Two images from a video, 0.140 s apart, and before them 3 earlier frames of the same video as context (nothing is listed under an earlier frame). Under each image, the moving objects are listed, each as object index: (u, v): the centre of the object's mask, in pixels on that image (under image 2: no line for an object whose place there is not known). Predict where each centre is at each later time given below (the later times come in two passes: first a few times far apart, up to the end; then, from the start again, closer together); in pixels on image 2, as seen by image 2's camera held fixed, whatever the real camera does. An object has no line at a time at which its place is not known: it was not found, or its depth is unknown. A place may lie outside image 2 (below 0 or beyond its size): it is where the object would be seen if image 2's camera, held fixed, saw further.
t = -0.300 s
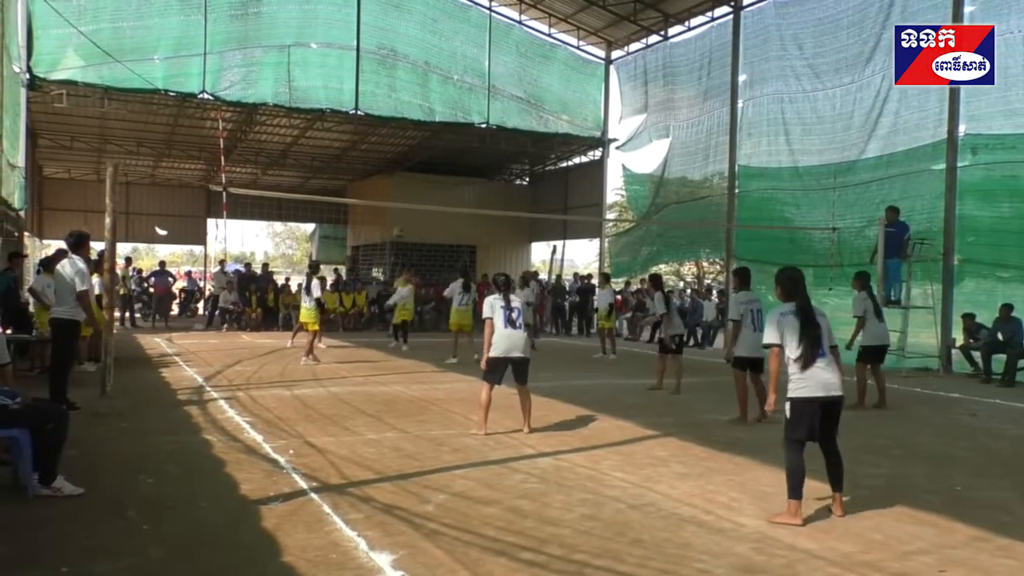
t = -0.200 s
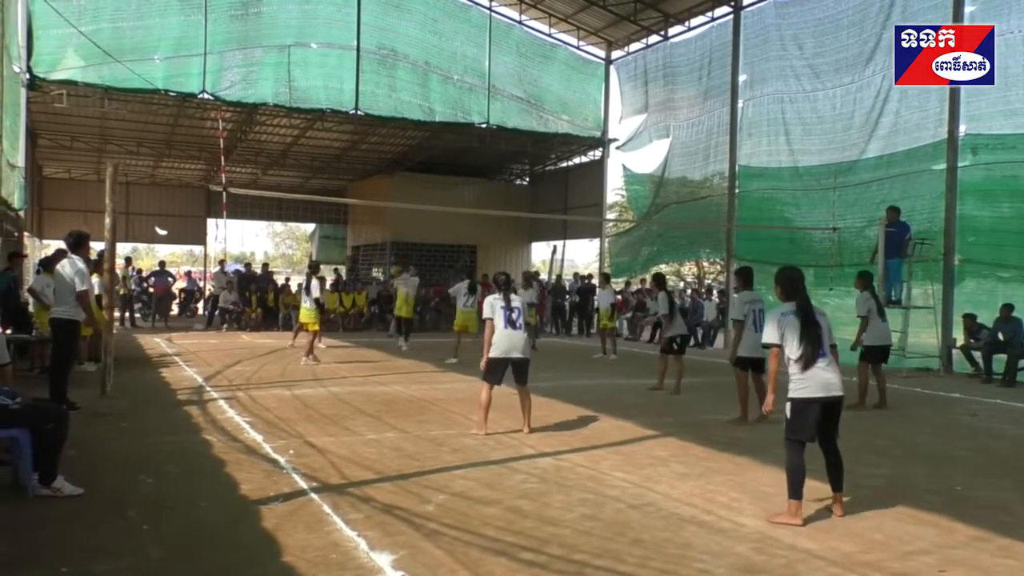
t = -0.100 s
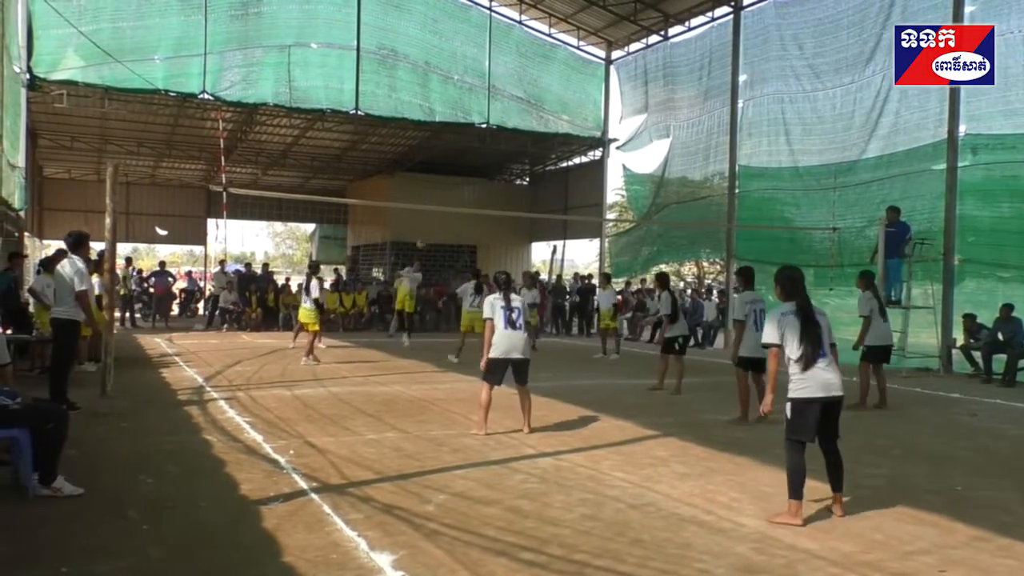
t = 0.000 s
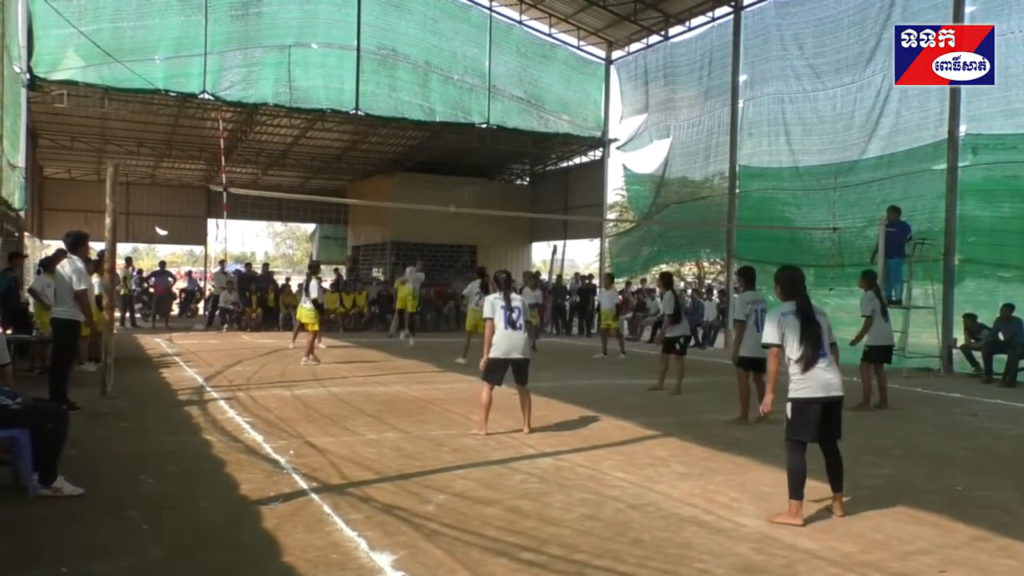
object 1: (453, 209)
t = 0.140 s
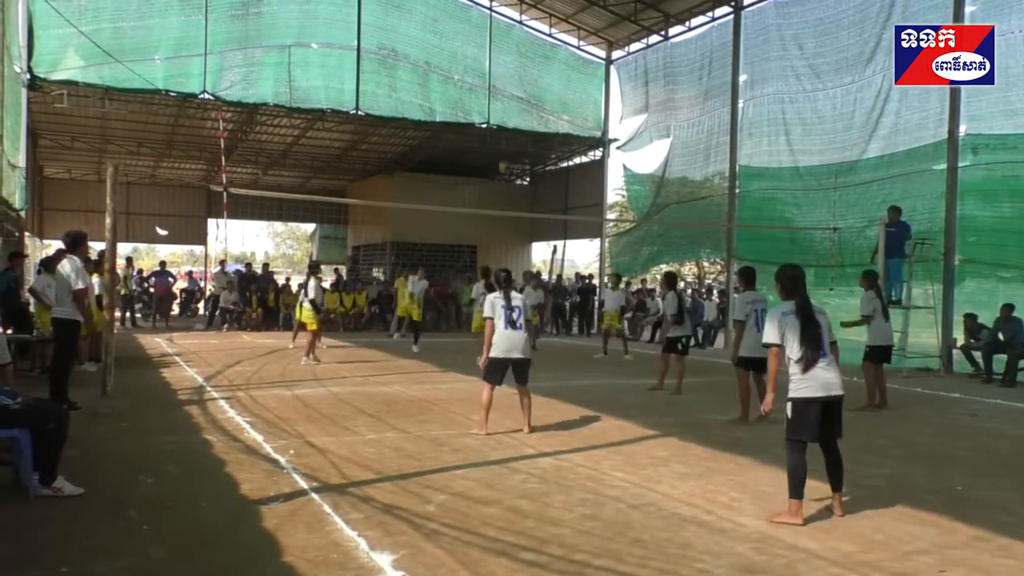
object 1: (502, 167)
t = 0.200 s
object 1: (526, 153)
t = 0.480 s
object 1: (642, 108)
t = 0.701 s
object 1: (750, 109)
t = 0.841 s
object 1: (827, 131)
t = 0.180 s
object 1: (518, 158)
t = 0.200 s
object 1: (526, 153)
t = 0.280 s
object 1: (557, 134)
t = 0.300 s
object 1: (566, 131)
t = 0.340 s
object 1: (582, 124)
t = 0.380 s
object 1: (598, 119)
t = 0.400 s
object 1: (607, 116)
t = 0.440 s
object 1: (625, 111)
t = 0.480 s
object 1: (642, 108)
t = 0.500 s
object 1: (651, 107)
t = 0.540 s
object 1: (670, 105)
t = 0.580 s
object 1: (689, 104)
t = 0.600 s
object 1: (699, 104)
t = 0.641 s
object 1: (718, 105)
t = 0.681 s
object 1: (740, 108)
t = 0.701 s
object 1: (750, 109)
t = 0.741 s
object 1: (772, 114)
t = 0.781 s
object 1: (793, 119)
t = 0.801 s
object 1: (804, 123)
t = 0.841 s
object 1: (827, 131)
